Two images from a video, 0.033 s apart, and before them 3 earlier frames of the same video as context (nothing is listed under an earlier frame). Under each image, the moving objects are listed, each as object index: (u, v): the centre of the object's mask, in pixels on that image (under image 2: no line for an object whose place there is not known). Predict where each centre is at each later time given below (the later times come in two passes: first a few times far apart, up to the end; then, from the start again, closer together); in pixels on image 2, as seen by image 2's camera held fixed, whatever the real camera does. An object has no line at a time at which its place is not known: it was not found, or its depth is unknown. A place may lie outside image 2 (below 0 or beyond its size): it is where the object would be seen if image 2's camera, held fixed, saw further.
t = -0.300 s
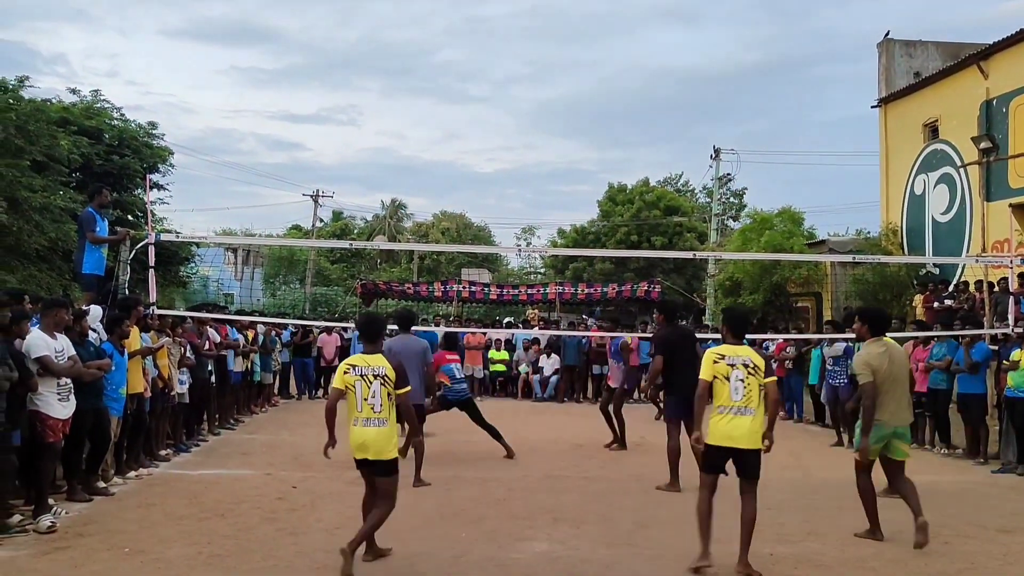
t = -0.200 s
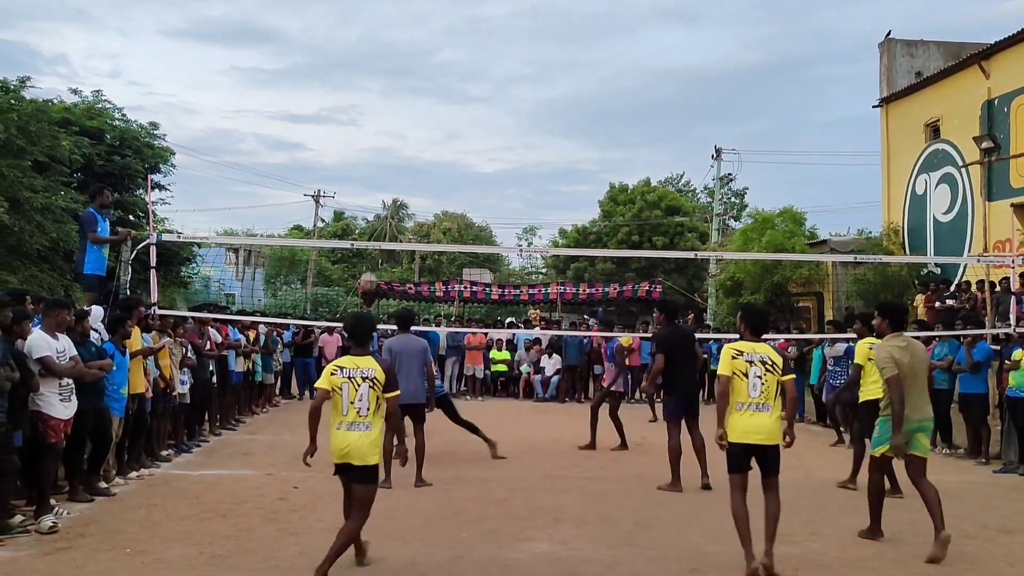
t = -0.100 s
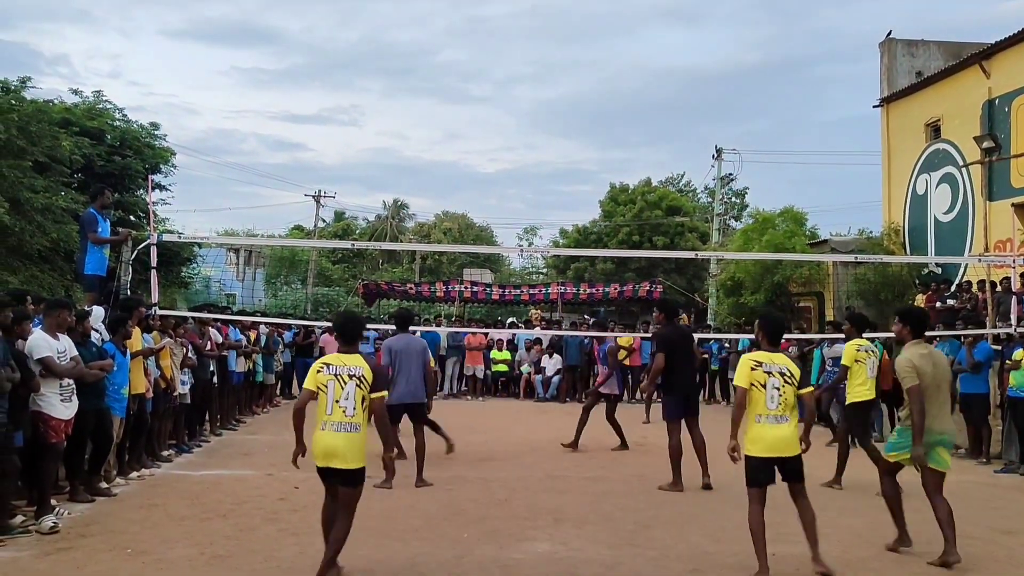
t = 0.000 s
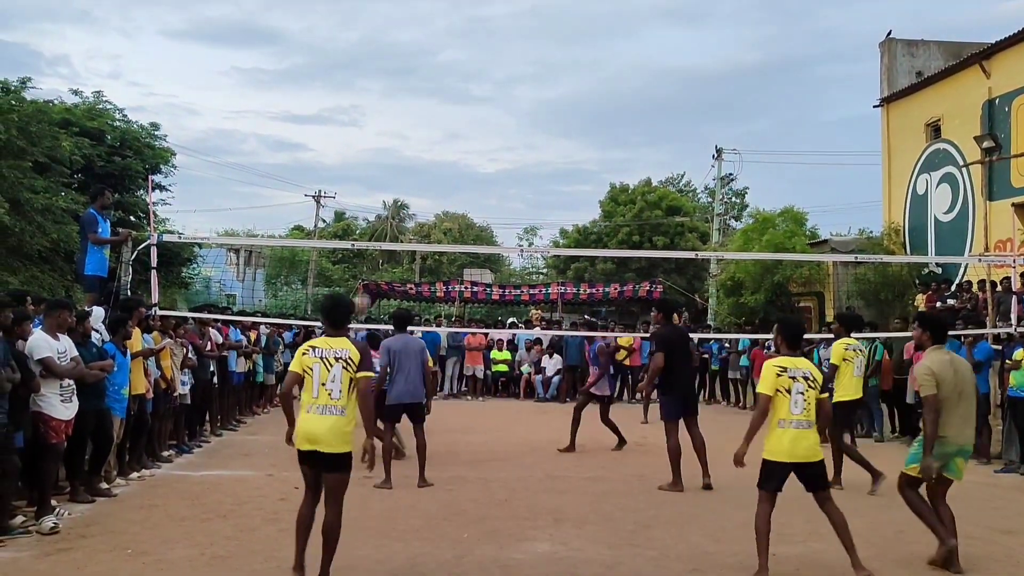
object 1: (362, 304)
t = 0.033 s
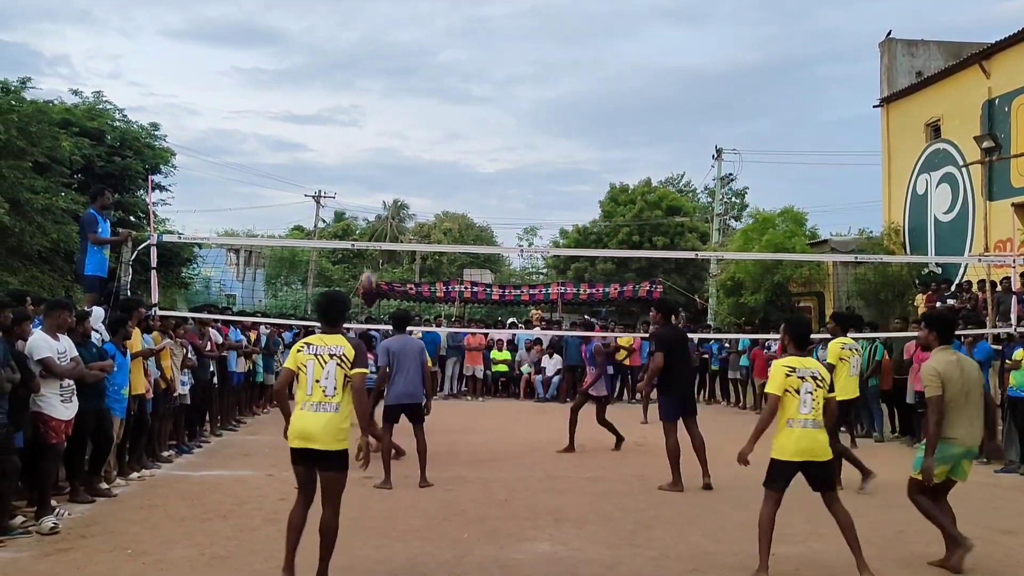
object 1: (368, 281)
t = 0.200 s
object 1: (402, 177)
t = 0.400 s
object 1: (442, 86)
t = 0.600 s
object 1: (482, 30)
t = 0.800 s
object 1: (520, 5)
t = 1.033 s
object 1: (562, 13)
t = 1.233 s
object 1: (596, 50)
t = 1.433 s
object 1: (628, 113)
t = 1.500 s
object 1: (637, 139)
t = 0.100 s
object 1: (382, 235)
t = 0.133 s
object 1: (389, 217)
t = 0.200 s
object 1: (402, 177)
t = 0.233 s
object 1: (409, 159)
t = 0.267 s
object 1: (416, 143)
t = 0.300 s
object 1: (422, 127)
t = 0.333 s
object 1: (429, 112)
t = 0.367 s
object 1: (435, 99)
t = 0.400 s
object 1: (442, 86)
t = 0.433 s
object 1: (449, 74)
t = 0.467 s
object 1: (456, 64)
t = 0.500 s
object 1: (462, 54)
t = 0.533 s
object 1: (469, 45)
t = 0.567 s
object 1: (475, 37)
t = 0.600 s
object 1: (482, 30)
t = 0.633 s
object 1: (488, 23)
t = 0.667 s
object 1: (495, 18)
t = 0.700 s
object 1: (501, 13)
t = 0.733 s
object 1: (507, 10)
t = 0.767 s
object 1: (514, 7)
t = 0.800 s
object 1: (520, 5)
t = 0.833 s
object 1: (526, 4)
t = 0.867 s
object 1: (532, 3)
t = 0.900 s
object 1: (538, 4)
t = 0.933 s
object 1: (544, 5)
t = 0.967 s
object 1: (550, 7)
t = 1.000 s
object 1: (556, 9)
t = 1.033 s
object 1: (562, 13)
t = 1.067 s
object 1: (568, 17)
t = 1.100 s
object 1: (573, 23)
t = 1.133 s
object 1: (579, 28)
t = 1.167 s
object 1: (585, 35)
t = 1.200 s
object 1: (590, 42)
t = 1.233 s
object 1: (596, 50)
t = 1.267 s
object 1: (601, 59)
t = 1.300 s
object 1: (607, 68)
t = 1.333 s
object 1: (612, 78)
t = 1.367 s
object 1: (617, 89)
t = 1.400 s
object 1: (622, 101)
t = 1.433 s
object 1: (628, 113)
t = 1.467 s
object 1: (632, 126)
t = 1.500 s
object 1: (637, 139)
